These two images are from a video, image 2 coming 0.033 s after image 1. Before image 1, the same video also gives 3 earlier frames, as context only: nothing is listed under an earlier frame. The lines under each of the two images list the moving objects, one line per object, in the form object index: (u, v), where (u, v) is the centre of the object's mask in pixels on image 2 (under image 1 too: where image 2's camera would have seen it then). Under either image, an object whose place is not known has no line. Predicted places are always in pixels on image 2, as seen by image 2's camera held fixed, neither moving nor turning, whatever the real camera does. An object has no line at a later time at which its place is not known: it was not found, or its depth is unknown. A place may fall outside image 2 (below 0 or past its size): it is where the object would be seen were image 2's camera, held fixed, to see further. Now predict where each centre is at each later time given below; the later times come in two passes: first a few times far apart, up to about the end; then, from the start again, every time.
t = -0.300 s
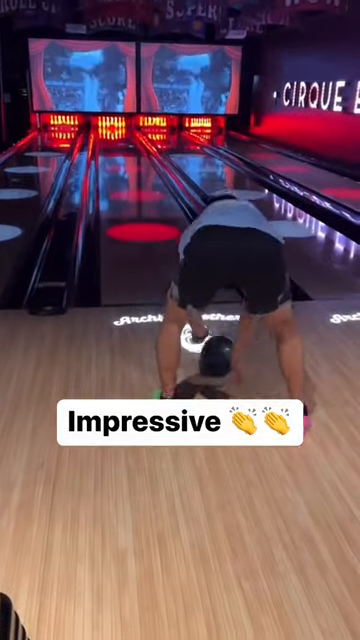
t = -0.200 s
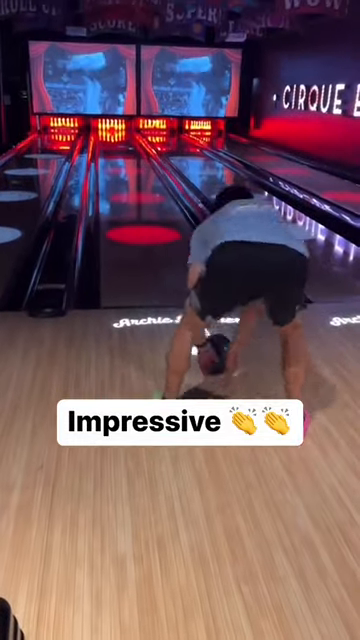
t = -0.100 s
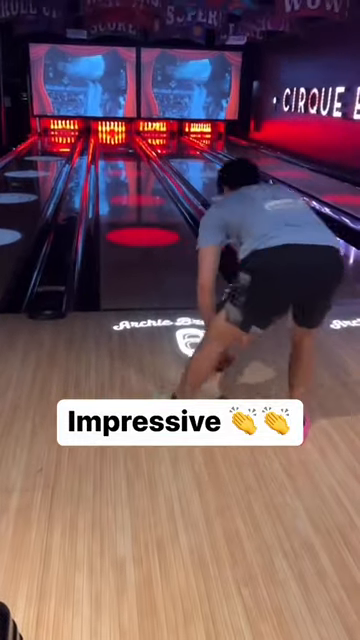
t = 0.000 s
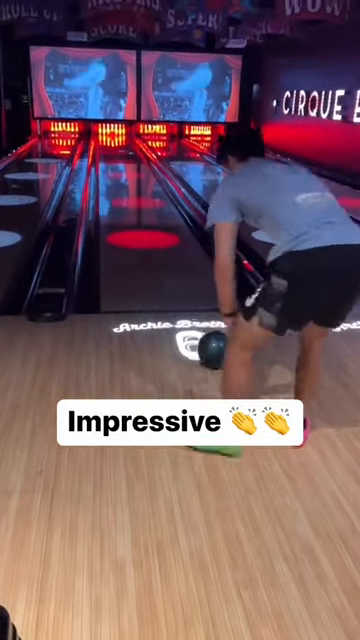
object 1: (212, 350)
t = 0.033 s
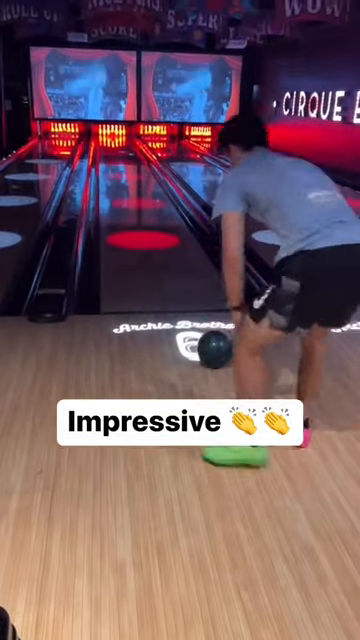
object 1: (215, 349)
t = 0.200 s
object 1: (213, 343)
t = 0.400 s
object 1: (209, 335)
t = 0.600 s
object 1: (206, 327)
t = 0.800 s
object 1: (202, 321)
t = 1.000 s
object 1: (199, 313)
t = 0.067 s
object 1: (214, 348)
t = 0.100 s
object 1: (214, 347)
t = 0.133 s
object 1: (213, 346)
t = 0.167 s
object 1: (213, 344)
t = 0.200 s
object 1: (213, 343)
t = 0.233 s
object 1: (212, 341)
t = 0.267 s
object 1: (211, 340)
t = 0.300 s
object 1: (211, 339)
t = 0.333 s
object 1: (211, 337)
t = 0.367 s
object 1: (210, 336)
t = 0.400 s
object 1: (209, 335)
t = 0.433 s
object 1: (209, 333)
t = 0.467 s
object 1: (208, 333)
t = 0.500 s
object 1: (208, 331)
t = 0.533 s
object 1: (207, 330)
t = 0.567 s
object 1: (207, 328)
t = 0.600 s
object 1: (206, 327)
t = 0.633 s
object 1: (206, 326)
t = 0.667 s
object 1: (205, 325)
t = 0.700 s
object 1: (204, 324)
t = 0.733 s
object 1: (204, 323)
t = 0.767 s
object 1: (203, 321)
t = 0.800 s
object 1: (202, 321)
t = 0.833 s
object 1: (202, 320)
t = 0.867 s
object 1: (201, 319)
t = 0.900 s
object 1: (201, 318)
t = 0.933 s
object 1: (201, 318)
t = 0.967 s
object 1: (200, 317)
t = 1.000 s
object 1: (199, 313)
